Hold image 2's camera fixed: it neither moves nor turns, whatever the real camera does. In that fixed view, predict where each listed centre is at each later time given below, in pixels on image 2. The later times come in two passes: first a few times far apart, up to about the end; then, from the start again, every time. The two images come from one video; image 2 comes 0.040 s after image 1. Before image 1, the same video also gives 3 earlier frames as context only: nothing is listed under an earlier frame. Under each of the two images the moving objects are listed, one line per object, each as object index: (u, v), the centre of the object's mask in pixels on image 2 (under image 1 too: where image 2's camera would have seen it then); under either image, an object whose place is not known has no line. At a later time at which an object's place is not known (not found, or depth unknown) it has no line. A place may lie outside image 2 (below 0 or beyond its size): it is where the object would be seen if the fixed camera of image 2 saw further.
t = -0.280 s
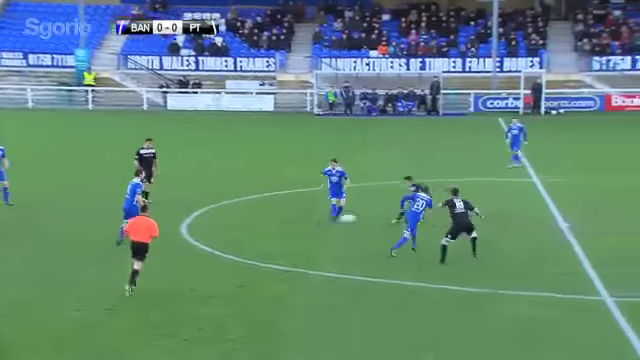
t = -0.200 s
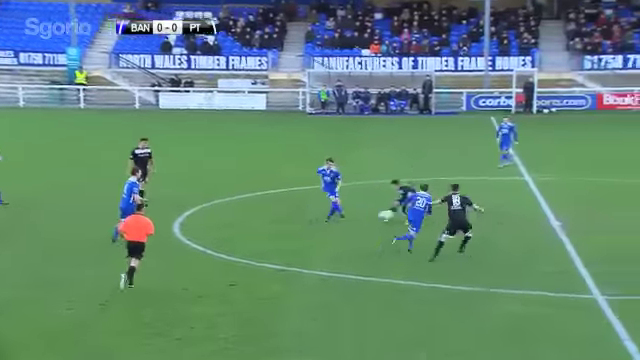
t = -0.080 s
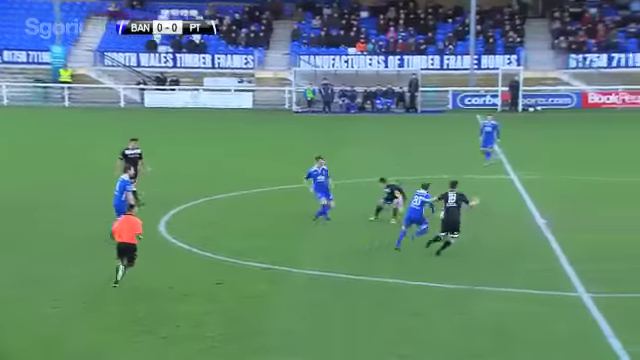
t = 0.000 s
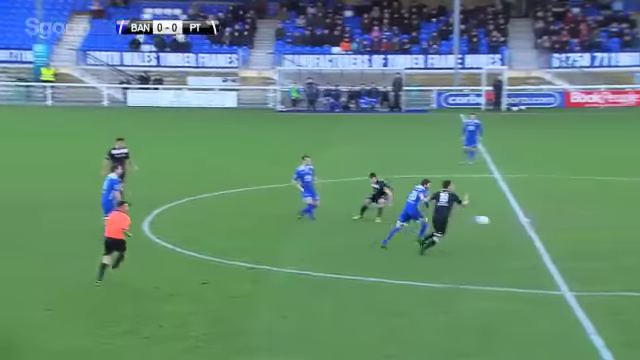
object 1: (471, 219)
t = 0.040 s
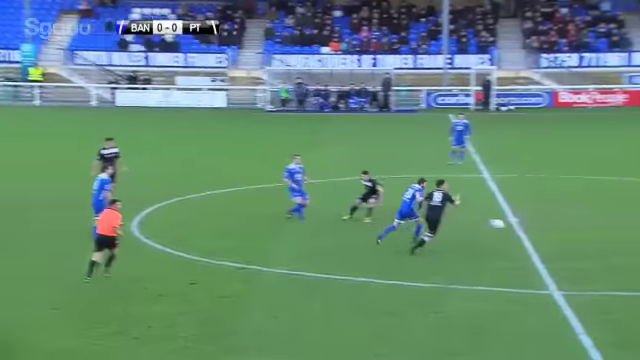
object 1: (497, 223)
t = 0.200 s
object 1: (606, 251)
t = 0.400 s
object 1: (748, 264)
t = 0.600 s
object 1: (905, 287)
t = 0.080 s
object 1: (524, 229)
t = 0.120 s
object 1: (551, 235)
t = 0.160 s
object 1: (578, 242)
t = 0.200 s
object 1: (606, 251)
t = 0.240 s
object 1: (635, 257)
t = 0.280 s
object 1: (663, 257)
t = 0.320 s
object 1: (691, 258)
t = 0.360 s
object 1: (719, 260)
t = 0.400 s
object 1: (748, 264)
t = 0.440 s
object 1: (779, 269)
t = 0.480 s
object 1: (810, 274)
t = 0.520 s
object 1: (842, 281)
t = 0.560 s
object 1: (875, 287)
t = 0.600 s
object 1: (905, 287)
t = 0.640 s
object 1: (939, 290)
